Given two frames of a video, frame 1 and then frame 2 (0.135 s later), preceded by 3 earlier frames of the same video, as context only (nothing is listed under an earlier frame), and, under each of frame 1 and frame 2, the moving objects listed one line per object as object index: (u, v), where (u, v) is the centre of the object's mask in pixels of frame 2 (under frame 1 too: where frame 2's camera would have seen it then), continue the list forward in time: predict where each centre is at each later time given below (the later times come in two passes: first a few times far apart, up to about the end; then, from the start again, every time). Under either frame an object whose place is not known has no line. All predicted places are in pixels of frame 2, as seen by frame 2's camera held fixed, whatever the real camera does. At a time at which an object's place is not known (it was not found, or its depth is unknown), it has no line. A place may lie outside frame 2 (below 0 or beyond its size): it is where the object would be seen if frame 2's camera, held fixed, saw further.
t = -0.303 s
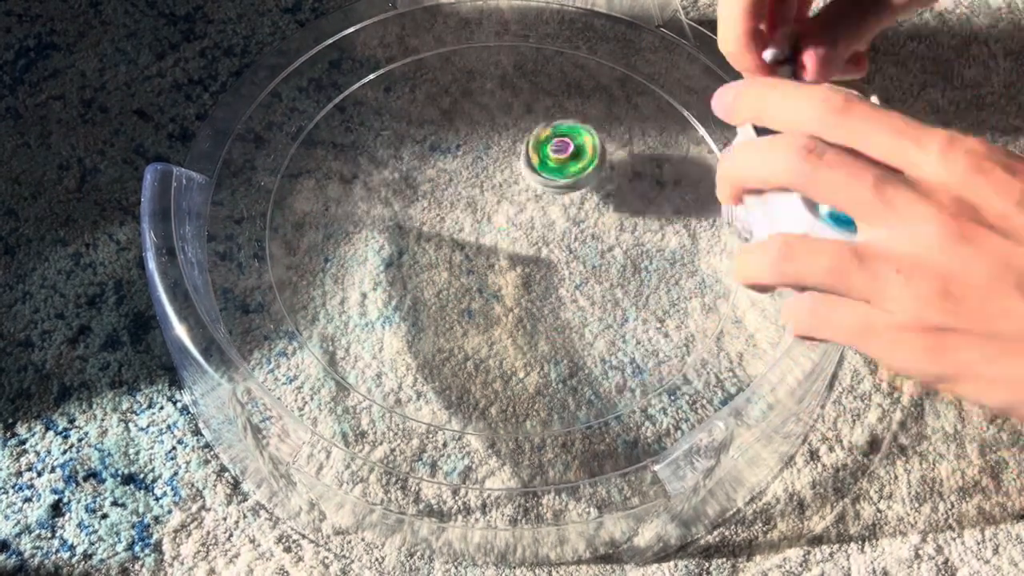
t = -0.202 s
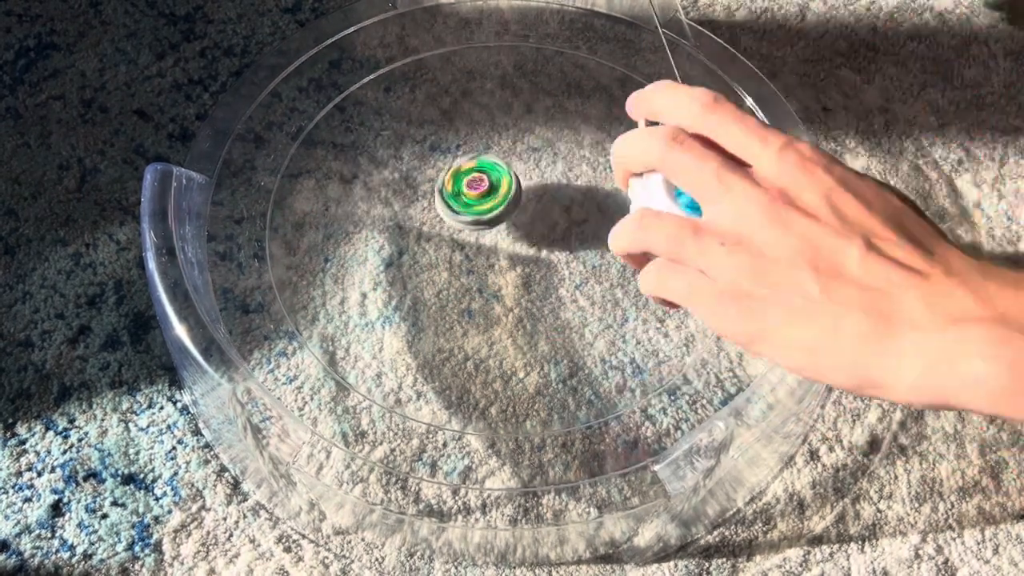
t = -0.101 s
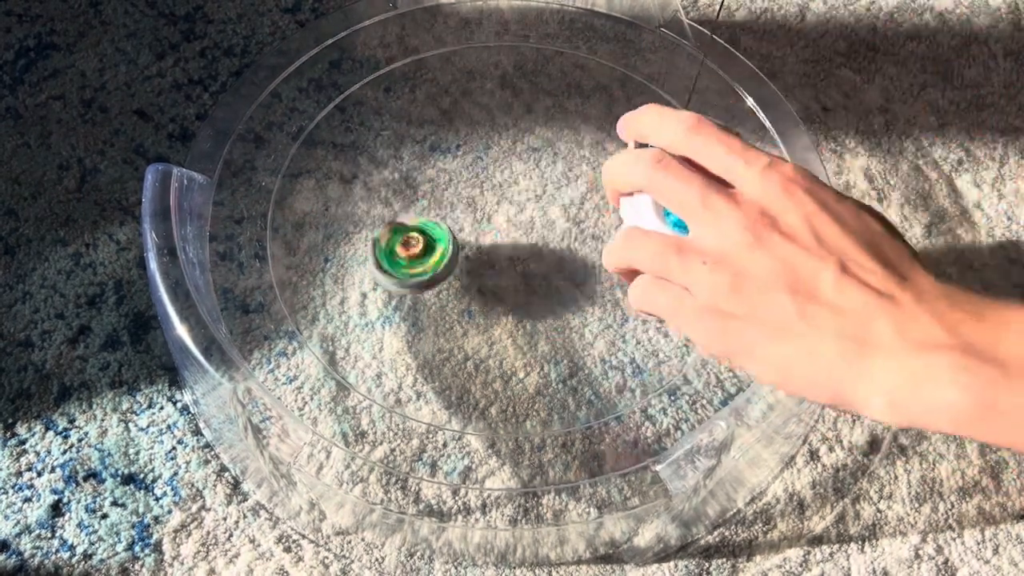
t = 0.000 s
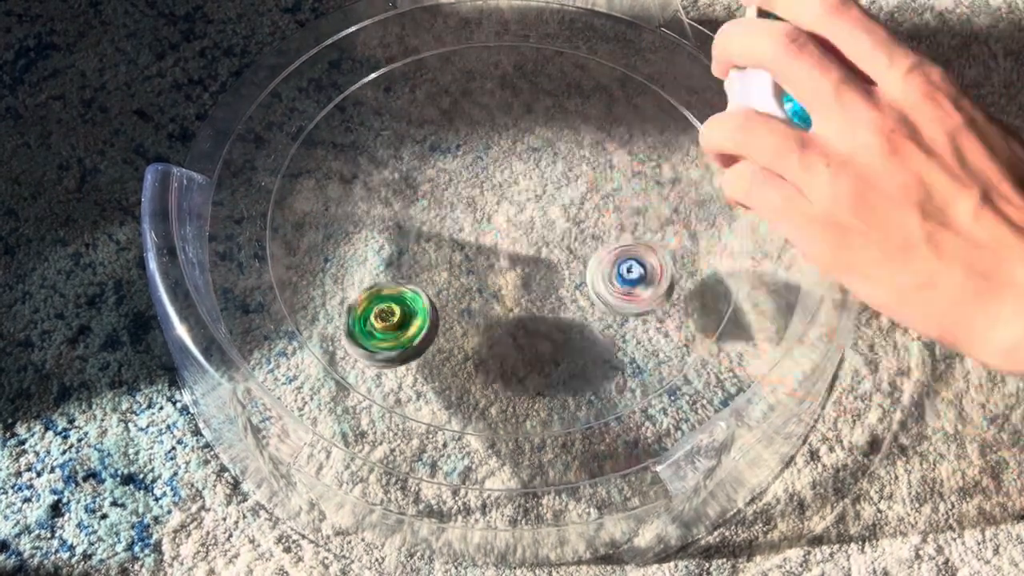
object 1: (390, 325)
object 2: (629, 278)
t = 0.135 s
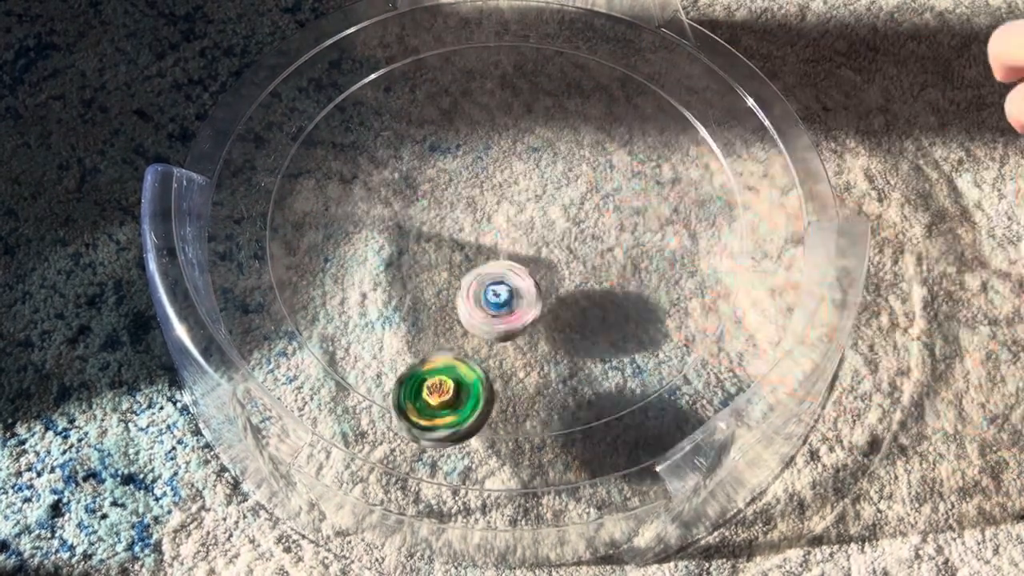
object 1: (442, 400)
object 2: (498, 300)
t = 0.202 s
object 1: (497, 416)
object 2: (418, 278)
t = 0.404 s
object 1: (657, 347)
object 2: (301, 125)
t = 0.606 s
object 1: (644, 218)
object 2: (503, 44)
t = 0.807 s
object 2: (722, 180)
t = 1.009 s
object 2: (564, 417)
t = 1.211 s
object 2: (430, 374)
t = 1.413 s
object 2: (520, 238)
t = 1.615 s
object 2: (553, 127)
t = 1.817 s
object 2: (648, 167)
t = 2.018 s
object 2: (573, 333)
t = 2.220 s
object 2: (490, 271)
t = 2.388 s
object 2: (418, 154)
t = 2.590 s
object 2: (515, 44)
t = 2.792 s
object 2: (699, 140)
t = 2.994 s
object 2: (601, 367)
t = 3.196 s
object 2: (299, 324)
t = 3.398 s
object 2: (407, 86)
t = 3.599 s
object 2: (607, 23)
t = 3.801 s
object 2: (615, 113)
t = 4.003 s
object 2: (546, 302)
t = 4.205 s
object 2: (445, 227)
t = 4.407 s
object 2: (412, 149)
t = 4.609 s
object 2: (521, 61)
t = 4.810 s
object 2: (642, 117)
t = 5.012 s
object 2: (632, 269)
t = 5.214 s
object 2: (520, 226)
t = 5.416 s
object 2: (417, 177)
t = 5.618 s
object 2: (491, 110)
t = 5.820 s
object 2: (615, 201)
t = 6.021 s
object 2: (523, 342)
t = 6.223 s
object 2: (301, 287)
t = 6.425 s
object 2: (325, 108)
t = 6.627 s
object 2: (527, 75)
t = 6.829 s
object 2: (662, 222)
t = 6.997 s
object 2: (540, 395)
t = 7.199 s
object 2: (306, 324)
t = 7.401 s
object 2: (316, 140)
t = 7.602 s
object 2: (521, 91)
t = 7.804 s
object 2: (683, 210)
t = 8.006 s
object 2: (612, 393)
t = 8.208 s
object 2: (364, 370)
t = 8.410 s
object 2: (323, 183)
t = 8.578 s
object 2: (463, 92)
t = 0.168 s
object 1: (468, 412)
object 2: (458, 292)
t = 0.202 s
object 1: (497, 416)
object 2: (418, 278)
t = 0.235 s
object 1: (527, 414)
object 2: (381, 262)
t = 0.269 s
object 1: (559, 407)
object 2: (352, 240)
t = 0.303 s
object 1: (587, 397)
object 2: (326, 214)
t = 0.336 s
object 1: (614, 383)
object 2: (310, 184)
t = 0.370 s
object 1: (638, 366)
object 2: (301, 154)
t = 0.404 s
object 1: (657, 347)
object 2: (301, 125)
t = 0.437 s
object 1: (670, 326)
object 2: (317, 100)
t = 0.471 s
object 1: (677, 303)
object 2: (347, 88)
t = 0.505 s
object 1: (677, 281)
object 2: (382, 78)
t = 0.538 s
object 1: (672, 259)
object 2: (422, 66)
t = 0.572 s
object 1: (660, 238)
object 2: (461, 53)
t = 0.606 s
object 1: (644, 218)
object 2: (503, 44)
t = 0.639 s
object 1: (624, 202)
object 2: (549, 41)
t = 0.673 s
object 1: (595, 187)
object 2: (595, 48)
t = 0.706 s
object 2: (636, 72)
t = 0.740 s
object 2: (673, 102)
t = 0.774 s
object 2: (702, 137)
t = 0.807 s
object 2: (722, 180)
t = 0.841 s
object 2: (732, 229)
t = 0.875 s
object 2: (730, 271)
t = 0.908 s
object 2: (713, 319)
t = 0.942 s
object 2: (680, 361)
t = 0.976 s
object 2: (627, 393)
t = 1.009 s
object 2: (564, 417)
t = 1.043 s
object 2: (492, 422)
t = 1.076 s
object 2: (418, 407)
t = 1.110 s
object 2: (361, 383)
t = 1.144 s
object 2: (381, 380)
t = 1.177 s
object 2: (406, 382)
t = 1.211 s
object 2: (430, 374)
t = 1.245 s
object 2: (455, 358)
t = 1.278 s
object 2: (476, 338)
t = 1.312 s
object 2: (495, 317)
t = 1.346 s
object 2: (507, 291)
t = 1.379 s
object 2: (515, 264)
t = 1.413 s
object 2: (520, 238)
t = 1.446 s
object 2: (518, 215)
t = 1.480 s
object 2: (518, 189)
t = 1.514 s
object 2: (524, 168)
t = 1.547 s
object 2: (532, 150)
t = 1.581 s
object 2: (540, 137)
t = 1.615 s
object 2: (553, 127)
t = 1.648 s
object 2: (567, 122)
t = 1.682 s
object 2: (582, 120)
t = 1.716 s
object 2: (600, 124)
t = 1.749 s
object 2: (617, 132)
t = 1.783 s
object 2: (633, 146)
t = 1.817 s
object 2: (648, 167)
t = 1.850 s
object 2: (658, 192)
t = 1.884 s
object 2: (660, 222)
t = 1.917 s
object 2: (654, 254)
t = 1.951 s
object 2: (637, 285)
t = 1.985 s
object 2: (607, 313)
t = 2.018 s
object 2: (573, 333)
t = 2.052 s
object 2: (548, 338)
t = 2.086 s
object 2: (543, 328)
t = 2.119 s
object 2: (533, 318)
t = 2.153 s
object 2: (522, 304)
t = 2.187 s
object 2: (507, 289)
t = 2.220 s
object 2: (490, 271)
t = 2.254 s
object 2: (469, 254)
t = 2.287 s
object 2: (450, 231)
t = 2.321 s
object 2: (433, 207)
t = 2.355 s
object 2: (422, 181)
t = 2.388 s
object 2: (418, 154)
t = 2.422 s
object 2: (420, 128)
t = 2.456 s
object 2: (427, 105)
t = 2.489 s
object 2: (442, 84)
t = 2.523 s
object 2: (463, 66)
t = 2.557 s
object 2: (487, 53)
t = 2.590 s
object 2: (515, 44)
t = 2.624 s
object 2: (546, 43)
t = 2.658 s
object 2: (582, 47)
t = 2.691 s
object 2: (615, 58)
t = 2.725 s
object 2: (645, 80)
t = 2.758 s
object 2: (676, 107)
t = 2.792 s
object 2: (699, 140)
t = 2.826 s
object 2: (710, 177)
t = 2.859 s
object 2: (711, 218)
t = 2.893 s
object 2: (700, 261)
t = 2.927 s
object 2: (680, 301)
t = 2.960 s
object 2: (645, 338)
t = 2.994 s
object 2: (601, 367)
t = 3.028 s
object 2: (550, 388)
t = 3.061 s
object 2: (495, 399)
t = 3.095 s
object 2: (437, 400)
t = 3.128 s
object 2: (380, 390)
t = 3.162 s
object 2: (334, 361)
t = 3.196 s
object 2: (299, 324)
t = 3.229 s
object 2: (276, 283)
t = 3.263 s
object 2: (256, 196)
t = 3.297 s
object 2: (294, 157)
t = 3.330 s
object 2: (332, 136)
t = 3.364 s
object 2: (369, 109)
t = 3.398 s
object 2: (407, 86)
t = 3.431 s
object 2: (446, 68)
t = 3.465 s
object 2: (483, 55)
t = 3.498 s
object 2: (522, 50)
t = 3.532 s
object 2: (560, 54)
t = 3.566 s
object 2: (592, 51)
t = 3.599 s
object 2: (607, 23)
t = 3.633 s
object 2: (616, 16)
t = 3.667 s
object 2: (618, 21)
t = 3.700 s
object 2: (616, 41)
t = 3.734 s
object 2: (617, 60)
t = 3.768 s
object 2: (616, 86)
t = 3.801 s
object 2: (615, 113)
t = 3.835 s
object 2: (614, 146)
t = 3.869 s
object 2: (612, 181)
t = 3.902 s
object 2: (608, 215)
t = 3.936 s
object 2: (592, 248)
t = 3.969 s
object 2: (573, 278)
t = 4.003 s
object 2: (546, 302)
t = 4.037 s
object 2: (515, 316)
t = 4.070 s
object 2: (497, 294)
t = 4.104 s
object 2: (484, 276)
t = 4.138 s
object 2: (470, 268)
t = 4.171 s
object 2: (456, 247)
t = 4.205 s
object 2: (445, 227)
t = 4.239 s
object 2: (434, 217)
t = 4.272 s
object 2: (426, 199)
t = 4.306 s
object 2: (419, 188)
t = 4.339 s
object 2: (412, 174)
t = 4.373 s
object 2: (409, 160)
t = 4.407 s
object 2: (412, 149)
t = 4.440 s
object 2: (418, 139)
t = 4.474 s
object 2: (431, 131)
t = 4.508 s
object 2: (448, 128)
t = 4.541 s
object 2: (469, 130)
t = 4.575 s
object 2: (495, 95)
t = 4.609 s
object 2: (521, 61)
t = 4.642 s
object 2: (546, 34)
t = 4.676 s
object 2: (568, 34)
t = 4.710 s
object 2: (587, 49)
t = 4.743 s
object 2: (607, 66)
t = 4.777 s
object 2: (625, 90)
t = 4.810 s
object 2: (642, 117)
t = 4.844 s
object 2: (655, 150)
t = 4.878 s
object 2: (661, 186)
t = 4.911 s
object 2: (657, 224)
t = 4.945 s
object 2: (647, 259)
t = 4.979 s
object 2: (642, 264)
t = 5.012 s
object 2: (632, 269)
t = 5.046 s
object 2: (621, 260)
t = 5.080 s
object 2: (605, 251)
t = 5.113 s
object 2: (588, 241)
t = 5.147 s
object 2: (567, 235)
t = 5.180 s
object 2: (543, 230)
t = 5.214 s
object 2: (520, 226)
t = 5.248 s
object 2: (497, 225)
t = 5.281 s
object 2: (473, 222)
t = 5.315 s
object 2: (451, 215)
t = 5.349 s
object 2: (436, 205)
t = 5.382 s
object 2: (423, 192)
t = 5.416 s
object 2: (417, 177)
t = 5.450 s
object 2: (416, 162)
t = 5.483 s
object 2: (419, 148)
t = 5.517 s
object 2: (428, 133)
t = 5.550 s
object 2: (445, 121)
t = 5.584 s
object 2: (466, 114)
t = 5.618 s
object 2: (491, 110)
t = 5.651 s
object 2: (518, 113)
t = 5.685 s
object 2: (544, 121)
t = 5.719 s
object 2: (570, 133)
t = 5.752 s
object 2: (590, 152)
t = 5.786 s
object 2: (607, 174)
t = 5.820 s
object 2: (615, 201)
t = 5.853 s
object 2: (617, 227)
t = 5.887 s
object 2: (613, 255)
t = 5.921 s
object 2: (602, 282)
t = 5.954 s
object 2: (583, 306)
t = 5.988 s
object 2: (555, 327)
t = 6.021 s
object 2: (523, 342)
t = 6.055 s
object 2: (484, 351)
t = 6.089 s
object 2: (446, 352)
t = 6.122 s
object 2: (405, 346)
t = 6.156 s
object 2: (365, 334)
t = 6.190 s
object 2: (331, 313)
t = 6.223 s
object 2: (301, 287)
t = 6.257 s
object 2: (282, 257)
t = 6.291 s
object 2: (268, 227)
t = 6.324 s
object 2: (271, 191)
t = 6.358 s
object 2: (285, 161)
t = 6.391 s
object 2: (302, 132)
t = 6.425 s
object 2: (325, 108)
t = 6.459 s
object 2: (350, 89)
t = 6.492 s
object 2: (382, 74)
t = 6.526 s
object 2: (417, 66)
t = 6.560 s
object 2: (453, 62)
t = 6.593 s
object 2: (491, 66)
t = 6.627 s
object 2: (527, 75)
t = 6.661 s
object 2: (561, 88)
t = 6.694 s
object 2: (591, 108)
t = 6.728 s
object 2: (617, 131)
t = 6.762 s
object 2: (640, 159)
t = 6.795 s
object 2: (653, 190)
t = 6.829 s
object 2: (662, 222)
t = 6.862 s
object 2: (663, 258)
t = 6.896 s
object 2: (652, 291)
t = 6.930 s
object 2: (611, 352)
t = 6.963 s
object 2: (578, 375)
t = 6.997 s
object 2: (540, 395)
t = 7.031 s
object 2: (496, 404)
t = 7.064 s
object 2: (452, 406)
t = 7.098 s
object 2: (407, 401)
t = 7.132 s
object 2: (366, 381)
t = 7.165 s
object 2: (335, 354)
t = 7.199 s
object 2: (306, 324)
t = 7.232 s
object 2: (286, 292)
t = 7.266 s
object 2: (274, 259)
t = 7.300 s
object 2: (272, 226)
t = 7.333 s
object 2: (279, 195)
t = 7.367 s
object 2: (293, 166)
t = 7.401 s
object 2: (316, 140)
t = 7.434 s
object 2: (342, 119)
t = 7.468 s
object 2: (374, 104)
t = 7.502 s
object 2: (410, 93)
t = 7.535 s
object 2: (445, 86)
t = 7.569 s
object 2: (484, 86)
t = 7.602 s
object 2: (521, 91)
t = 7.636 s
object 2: (557, 99)
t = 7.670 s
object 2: (590, 113)
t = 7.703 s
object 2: (621, 132)
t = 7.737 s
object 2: (647, 154)
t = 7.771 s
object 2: (668, 182)
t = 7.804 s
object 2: (683, 210)
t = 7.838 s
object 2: (691, 243)
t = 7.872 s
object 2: (693, 276)
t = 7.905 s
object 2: (684, 308)
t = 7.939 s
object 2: (669, 340)
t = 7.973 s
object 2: (645, 368)
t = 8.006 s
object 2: (612, 393)
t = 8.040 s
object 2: (575, 410)
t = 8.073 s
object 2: (530, 418)
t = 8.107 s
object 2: (484, 416)
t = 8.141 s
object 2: (440, 407)
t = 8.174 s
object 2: (400, 392)
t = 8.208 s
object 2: (364, 370)
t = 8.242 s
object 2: (336, 344)
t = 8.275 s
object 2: (317, 312)
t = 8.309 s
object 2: (302, 279)
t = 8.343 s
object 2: (302, 246)
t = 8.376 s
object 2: (309, 213)
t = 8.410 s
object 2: (323, 183)
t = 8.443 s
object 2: (342, 156)
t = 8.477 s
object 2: (367, 133)
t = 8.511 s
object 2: (397, 115)
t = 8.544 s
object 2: (430, 101)
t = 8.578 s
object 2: (463, 92)
